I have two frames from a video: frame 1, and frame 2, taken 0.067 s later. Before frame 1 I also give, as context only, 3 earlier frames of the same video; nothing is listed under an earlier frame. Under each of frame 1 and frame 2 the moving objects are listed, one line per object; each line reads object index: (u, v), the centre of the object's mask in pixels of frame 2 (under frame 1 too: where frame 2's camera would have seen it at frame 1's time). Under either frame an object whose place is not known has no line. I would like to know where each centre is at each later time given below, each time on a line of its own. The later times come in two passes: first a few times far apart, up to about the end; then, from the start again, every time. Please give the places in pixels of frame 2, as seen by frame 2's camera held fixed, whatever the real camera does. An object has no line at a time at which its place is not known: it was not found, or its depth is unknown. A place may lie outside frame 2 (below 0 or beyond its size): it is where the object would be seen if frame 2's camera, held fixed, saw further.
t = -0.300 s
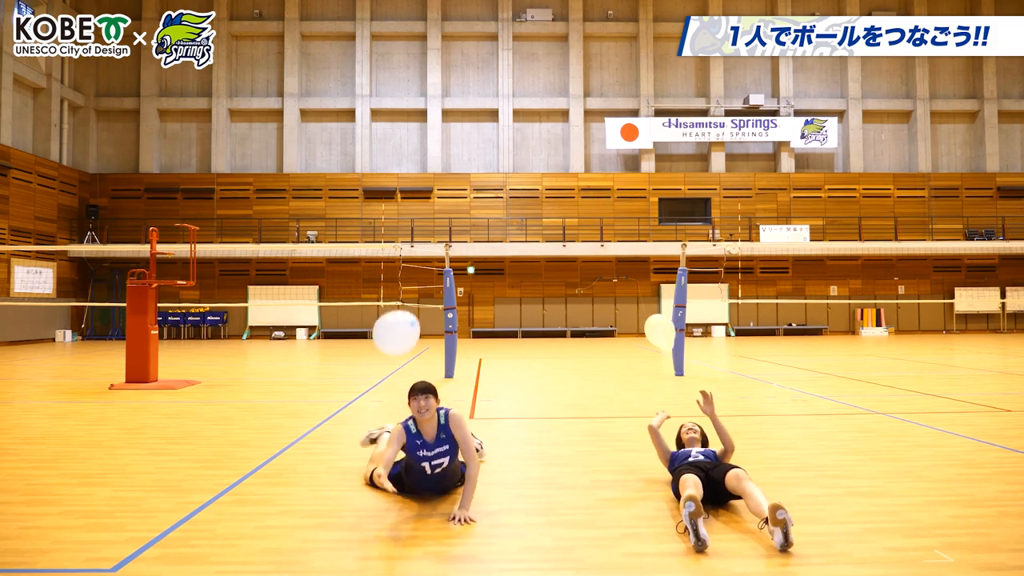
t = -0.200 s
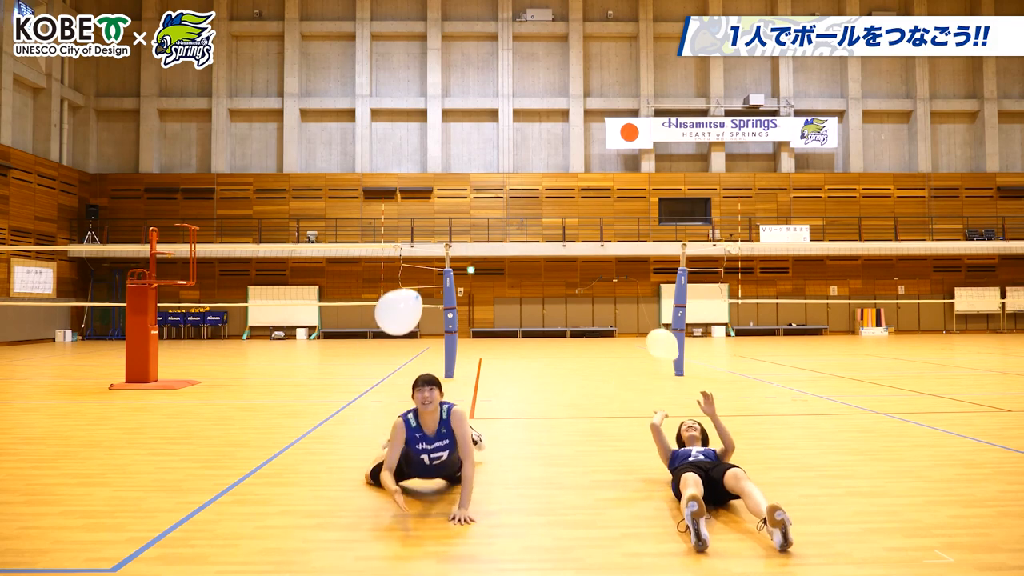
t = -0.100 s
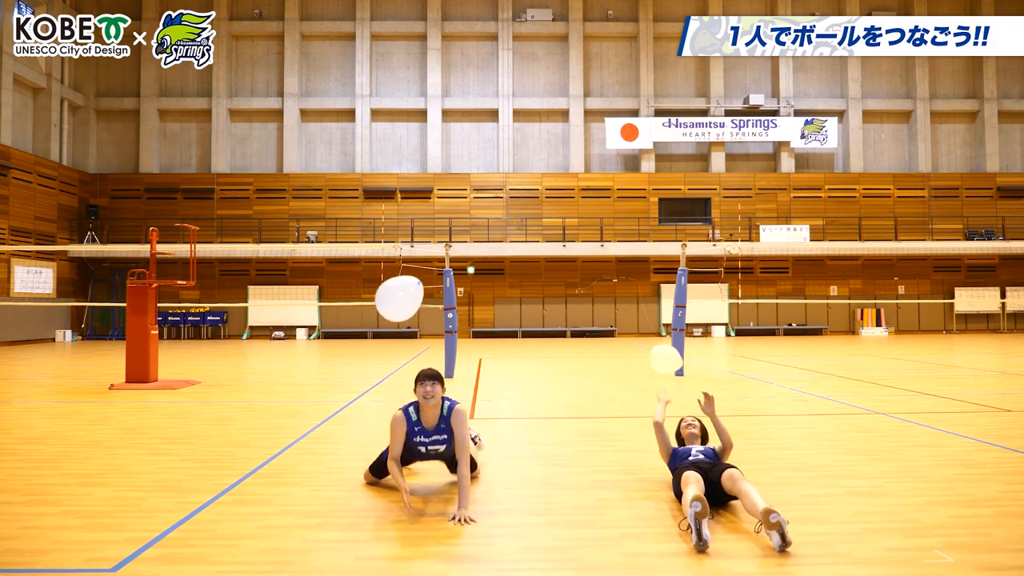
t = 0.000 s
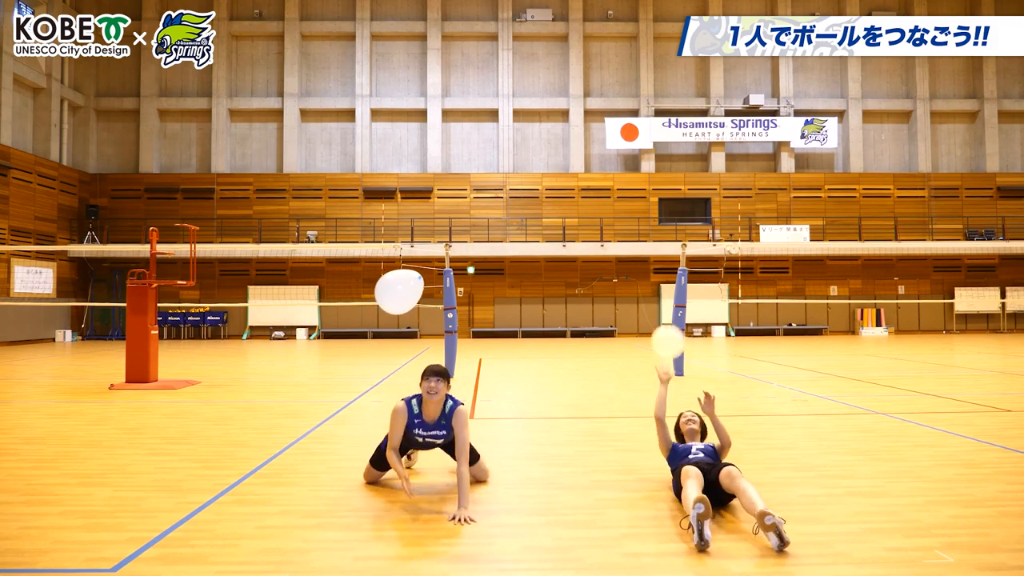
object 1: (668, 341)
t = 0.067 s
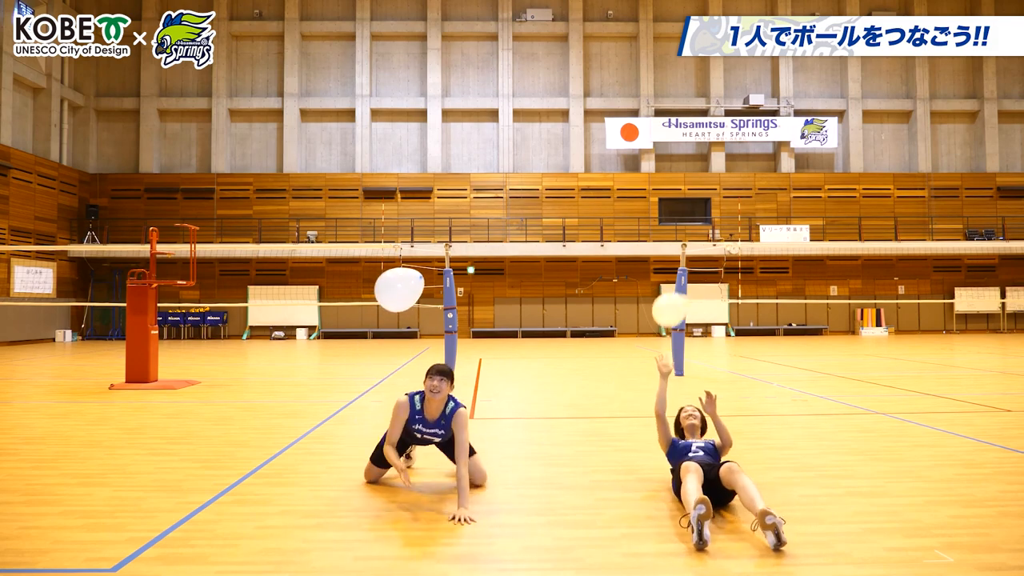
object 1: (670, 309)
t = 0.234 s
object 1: (666, 264)
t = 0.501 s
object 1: (664, 244)
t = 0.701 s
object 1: (673, 244)
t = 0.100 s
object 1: (670, 296)
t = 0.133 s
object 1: (670, 285)
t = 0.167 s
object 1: (668, 276)
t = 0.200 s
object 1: (667, 269)
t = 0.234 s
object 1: (666, 264)
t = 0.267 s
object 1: (665, 260)
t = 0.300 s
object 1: (664, 256)
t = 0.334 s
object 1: (663, 253)
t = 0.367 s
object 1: (663, 251)
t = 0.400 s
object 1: (663, 249)
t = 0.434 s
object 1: (663, 247)
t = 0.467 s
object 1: (663, 245)
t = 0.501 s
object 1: (664, 244)
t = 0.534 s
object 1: (665, 243)
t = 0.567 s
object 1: (667, 242)
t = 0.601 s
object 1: (668, 242)
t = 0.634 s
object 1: (670, 242)
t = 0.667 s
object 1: (671, 243)
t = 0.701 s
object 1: (673, 244)
